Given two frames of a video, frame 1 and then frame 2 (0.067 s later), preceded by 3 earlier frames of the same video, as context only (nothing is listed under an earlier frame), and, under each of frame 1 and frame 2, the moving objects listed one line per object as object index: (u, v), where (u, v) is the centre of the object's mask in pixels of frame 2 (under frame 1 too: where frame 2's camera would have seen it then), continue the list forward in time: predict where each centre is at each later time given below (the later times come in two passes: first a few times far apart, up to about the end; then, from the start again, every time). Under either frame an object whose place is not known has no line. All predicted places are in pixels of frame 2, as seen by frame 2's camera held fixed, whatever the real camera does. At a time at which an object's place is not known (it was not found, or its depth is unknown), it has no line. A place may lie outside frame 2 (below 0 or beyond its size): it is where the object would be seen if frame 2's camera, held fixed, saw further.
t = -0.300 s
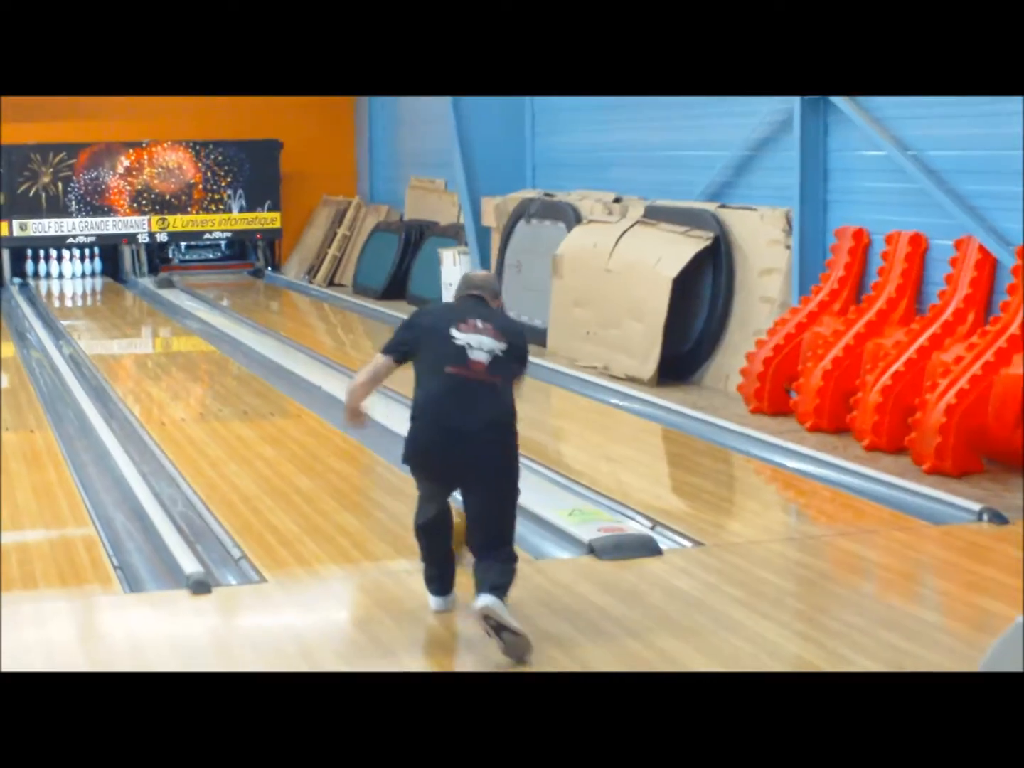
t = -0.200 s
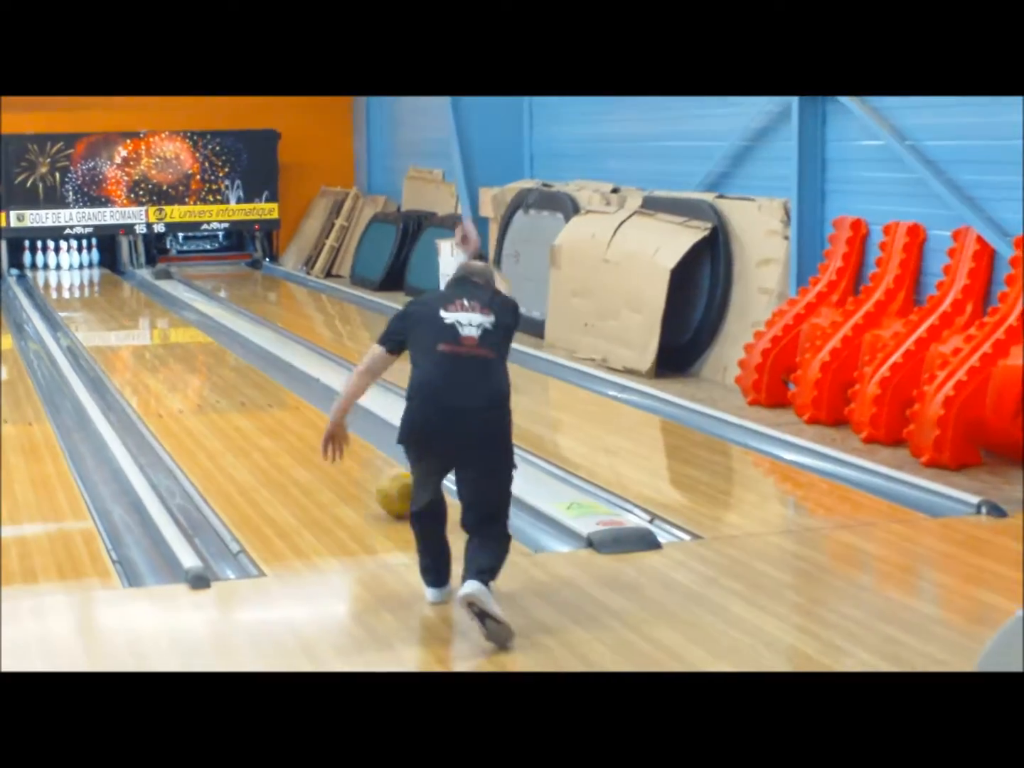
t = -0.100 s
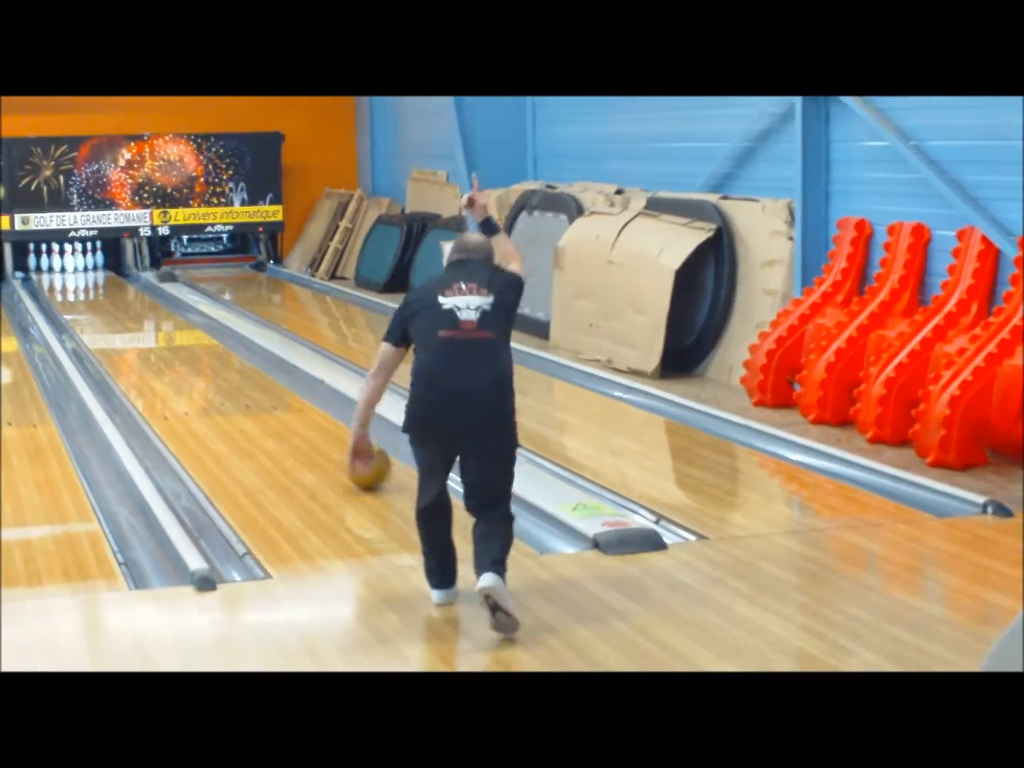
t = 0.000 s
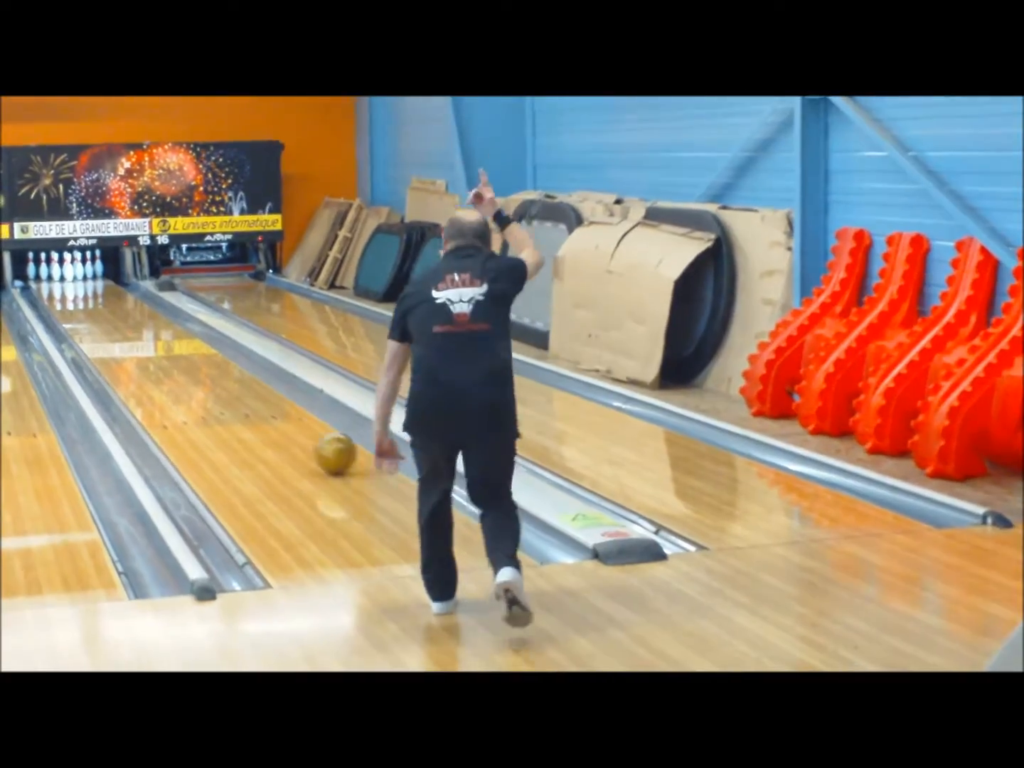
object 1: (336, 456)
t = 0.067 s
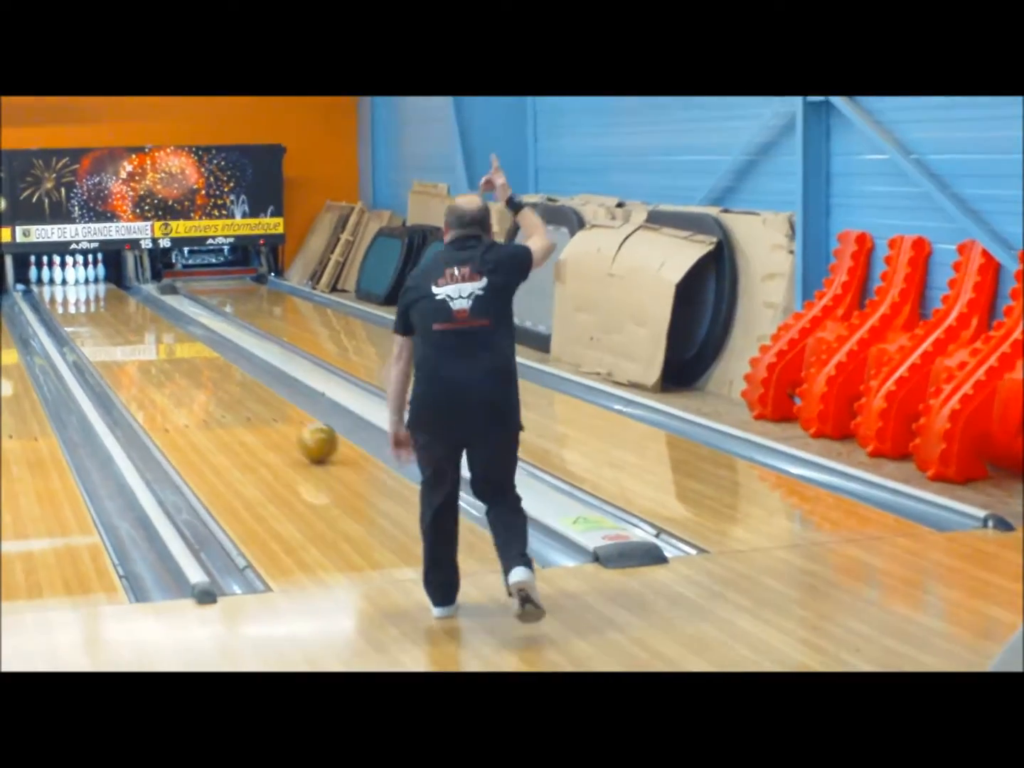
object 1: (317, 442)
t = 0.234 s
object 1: (277, 413)
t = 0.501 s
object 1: (229, 378)
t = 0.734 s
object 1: (196, 355)
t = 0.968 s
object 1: (170, 335)
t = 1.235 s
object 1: (145, 318)
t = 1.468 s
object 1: (127, 305)
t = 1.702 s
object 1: (111, 295)
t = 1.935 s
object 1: (99, 286)
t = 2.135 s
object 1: (89, 280)
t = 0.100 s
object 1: (309, 436)
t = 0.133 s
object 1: (300, 430)
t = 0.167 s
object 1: (292, 424)
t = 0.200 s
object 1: (285, 418)
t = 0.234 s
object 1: (277, 413)
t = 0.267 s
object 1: (271, 408)
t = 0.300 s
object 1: (264, 403)
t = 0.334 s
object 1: (257, 398)
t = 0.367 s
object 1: (251, 394)
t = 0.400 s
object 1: (245, 390)
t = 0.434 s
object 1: (239, 386)
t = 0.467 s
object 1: (234, 381)
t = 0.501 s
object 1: (229, 378)
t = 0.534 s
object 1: (223, 374)
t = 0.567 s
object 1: (219, 371)
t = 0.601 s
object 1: (214, 368)
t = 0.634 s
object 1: (209, 364)
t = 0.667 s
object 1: (204, 361)
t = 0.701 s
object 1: (200, 358)
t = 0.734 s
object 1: (196, 355)
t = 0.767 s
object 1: (191, 351)
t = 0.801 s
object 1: (188, 349)
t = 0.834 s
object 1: (183, 347)
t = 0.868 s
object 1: (179, 344)
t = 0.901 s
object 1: (176, 340)
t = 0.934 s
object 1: (173, 337)
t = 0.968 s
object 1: (170, 335)
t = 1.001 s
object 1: (166, 333)
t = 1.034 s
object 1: (163, 331)
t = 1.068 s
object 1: (160, 329)
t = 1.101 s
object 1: (157, 327)
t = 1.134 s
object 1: (154, 324)
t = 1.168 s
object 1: (151, 322)
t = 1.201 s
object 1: (148, 320)
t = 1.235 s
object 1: (145, 318)
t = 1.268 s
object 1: (142, 316)
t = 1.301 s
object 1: (139, 314)
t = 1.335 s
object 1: (137, 312)
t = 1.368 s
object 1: (135, 311)
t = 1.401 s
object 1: (132, 309)
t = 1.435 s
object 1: (130, 307)
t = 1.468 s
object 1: (127, 305)
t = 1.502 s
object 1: (125, 304)
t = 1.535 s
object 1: (123, 303)
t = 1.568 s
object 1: (120, 300)
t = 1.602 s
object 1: (118, 299)
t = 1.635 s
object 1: (115, 298)
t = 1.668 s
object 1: (113, 296)
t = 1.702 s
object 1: (111, 295)
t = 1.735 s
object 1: (110, 294)
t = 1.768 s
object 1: (108, 293)
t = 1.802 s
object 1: (106, 291)
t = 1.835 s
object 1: (104, 290)
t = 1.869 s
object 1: (101, 288)
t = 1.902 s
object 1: (100, 287)
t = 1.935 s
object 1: (99, 286)
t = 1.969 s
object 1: (98, 286)
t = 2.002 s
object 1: (96, 284)
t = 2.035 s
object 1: (93, 283)
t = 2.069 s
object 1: (92, 283)
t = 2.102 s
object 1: (90, 281)
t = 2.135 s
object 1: (89, 280)
